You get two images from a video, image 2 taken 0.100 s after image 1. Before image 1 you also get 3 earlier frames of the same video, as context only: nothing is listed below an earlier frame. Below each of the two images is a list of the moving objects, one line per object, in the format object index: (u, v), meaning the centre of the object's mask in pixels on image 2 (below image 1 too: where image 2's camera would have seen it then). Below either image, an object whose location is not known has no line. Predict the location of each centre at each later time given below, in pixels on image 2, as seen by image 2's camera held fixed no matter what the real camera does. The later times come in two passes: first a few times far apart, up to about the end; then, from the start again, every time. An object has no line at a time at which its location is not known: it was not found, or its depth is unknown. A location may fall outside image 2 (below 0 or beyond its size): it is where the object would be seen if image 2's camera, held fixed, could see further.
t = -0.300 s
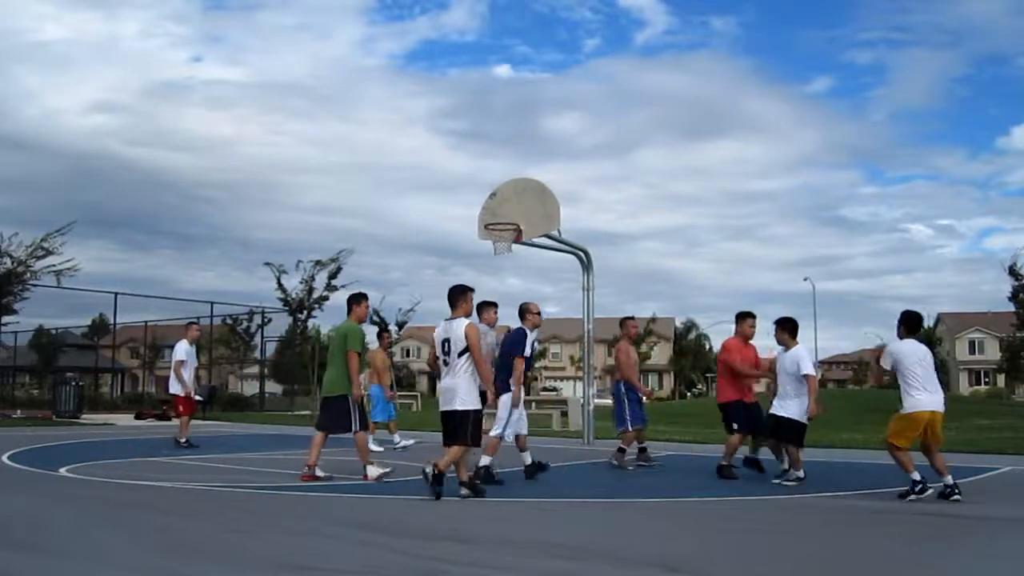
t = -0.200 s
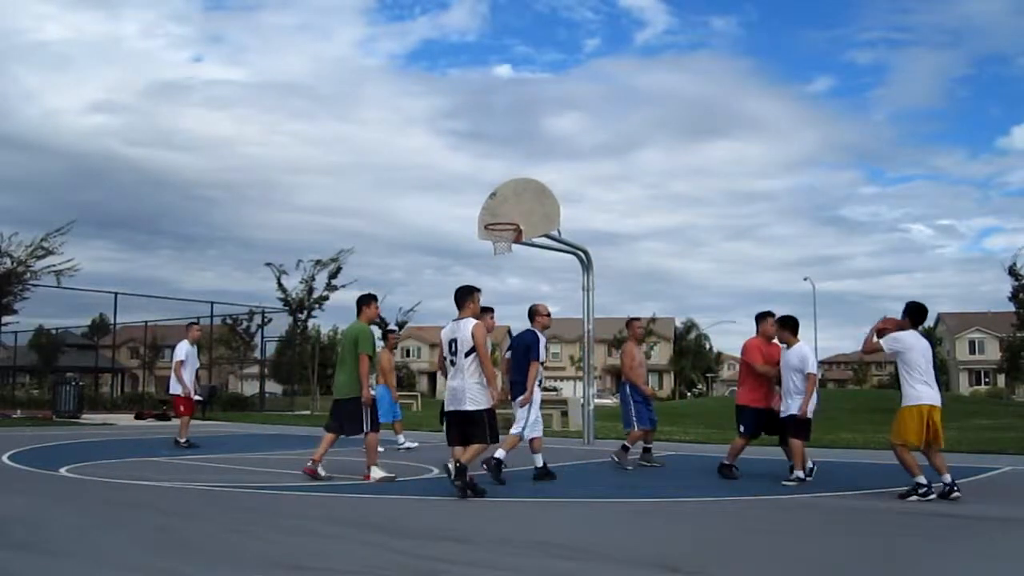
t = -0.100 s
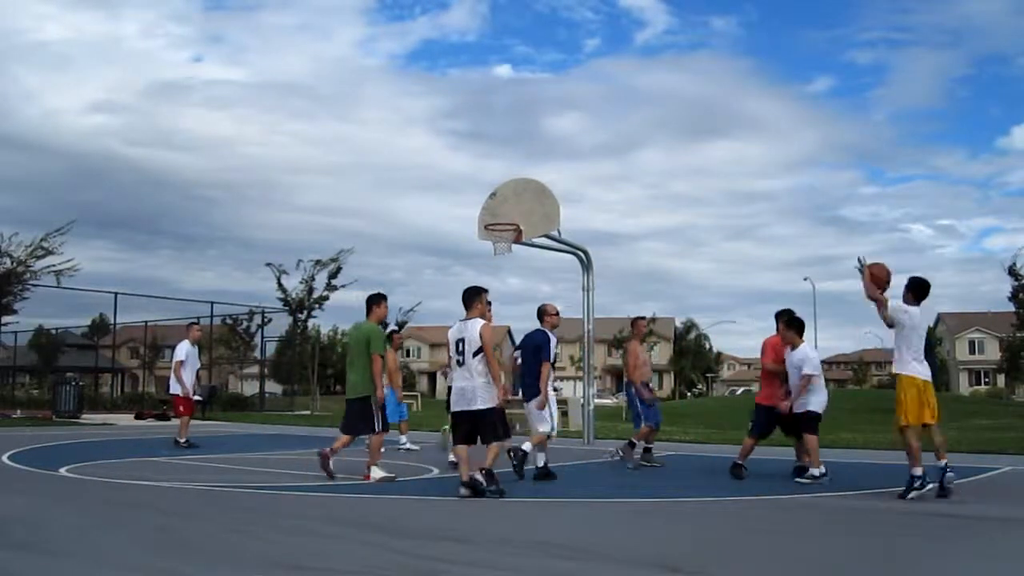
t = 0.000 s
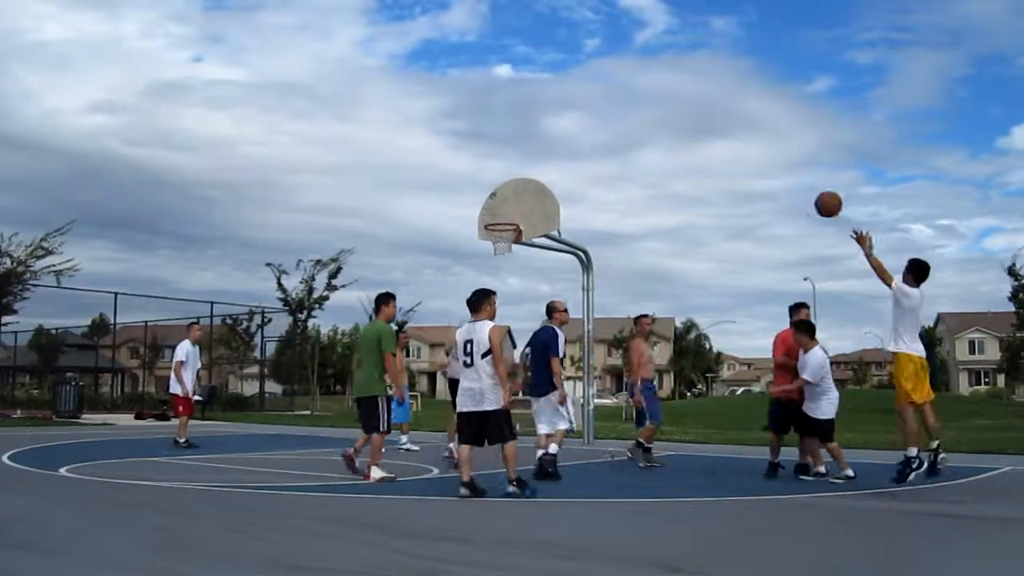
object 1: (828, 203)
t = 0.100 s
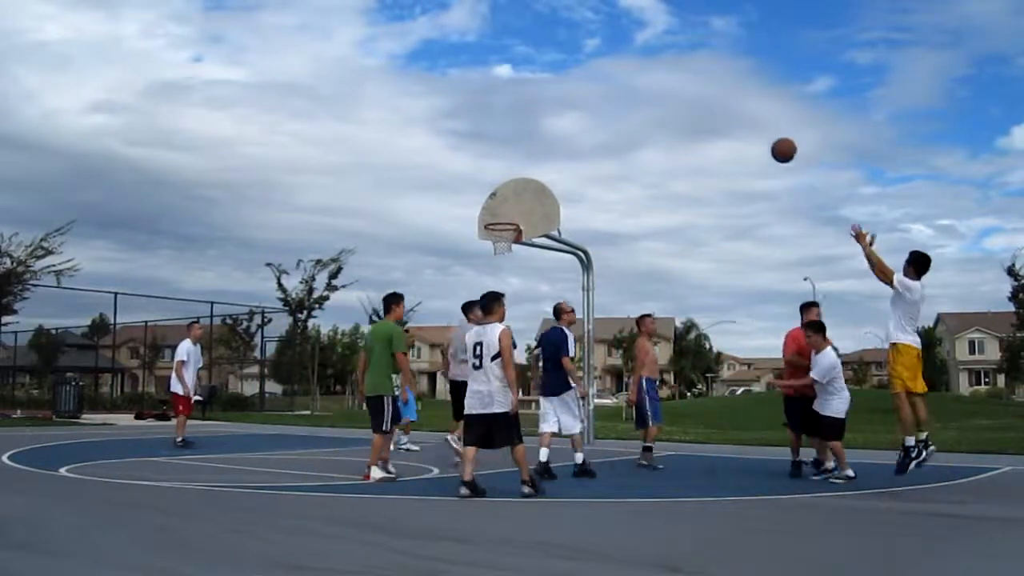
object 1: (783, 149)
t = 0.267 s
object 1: (719, 92)
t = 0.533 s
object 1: (637, 69)
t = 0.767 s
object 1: (580, 99)
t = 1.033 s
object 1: (526, 174)
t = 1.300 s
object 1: (480, 198)
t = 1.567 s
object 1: (433, 185)
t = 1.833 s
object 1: (376, 231)
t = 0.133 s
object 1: (770, 134)
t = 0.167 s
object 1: (756, 122)
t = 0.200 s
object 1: (743, 111)
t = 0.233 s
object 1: (731, 101)
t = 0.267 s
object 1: (719, 92)
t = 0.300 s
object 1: (708, 86)
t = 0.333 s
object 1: (696, 80)
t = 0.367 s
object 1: (685, 76)
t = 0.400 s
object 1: (675, 72)
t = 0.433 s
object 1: (665, 70)
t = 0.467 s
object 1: (655, 69)
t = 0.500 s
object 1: (645, 68)
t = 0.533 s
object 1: (637, 69)
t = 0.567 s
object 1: (628, 71)
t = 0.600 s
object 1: (619, 74)
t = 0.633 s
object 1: (611, 77)
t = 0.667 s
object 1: (603, 81)
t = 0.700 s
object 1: (595, 86)
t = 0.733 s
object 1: (587, 92)
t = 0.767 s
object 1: (580, 99)
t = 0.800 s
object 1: (573, 106)
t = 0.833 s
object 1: (566, 114)
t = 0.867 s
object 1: (559, 122)
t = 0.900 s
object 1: (552, 131)
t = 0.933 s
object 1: (545, 141)
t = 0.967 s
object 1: (539, 151)
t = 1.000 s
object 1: (532, 163)
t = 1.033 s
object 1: (526, 174)
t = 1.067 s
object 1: (519, 186)
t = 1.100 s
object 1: (513, 199)
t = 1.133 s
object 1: (507, 212)
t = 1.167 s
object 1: (502, 222)
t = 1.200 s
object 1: (497, 215)
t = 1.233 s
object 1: (492, 209)
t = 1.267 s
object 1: (486, 204)
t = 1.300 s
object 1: (480, 198)
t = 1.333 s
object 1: (475, 194)
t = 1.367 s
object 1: (469, 190)
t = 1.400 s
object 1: (464, 187)
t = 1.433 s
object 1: (458, 185)
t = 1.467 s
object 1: (452, 184)
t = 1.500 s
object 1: (446, 183)
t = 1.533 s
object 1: (439, 183)
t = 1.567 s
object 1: (433, 185)
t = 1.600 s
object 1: (427, 187)
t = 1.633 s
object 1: (420, 190)
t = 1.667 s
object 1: (413, 194)
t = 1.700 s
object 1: (406, 200)
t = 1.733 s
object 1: (399, 206)
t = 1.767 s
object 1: (391, 213)
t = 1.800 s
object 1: (384, 221)
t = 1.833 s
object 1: (376, 231)
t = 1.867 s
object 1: (369, 241)
